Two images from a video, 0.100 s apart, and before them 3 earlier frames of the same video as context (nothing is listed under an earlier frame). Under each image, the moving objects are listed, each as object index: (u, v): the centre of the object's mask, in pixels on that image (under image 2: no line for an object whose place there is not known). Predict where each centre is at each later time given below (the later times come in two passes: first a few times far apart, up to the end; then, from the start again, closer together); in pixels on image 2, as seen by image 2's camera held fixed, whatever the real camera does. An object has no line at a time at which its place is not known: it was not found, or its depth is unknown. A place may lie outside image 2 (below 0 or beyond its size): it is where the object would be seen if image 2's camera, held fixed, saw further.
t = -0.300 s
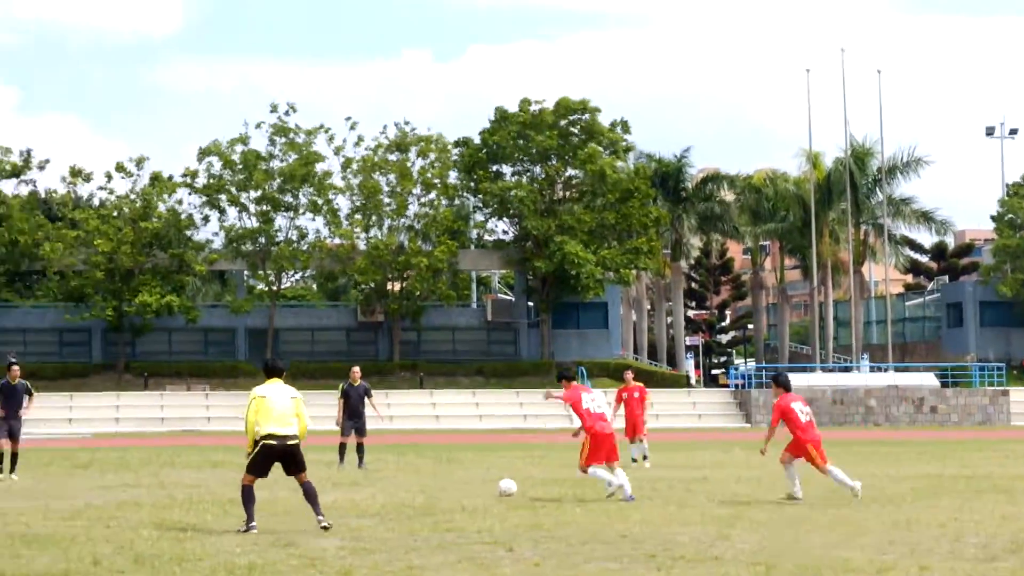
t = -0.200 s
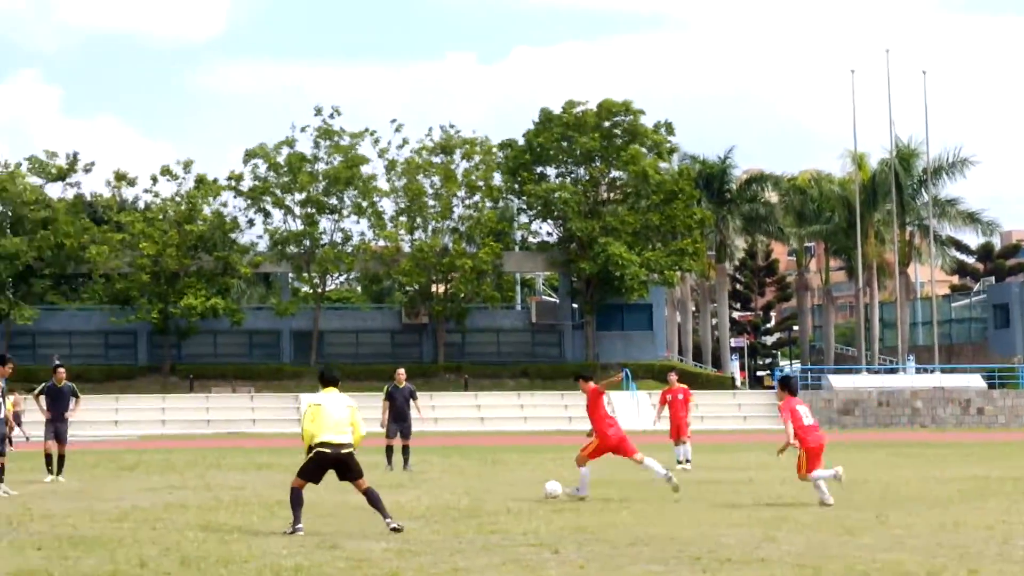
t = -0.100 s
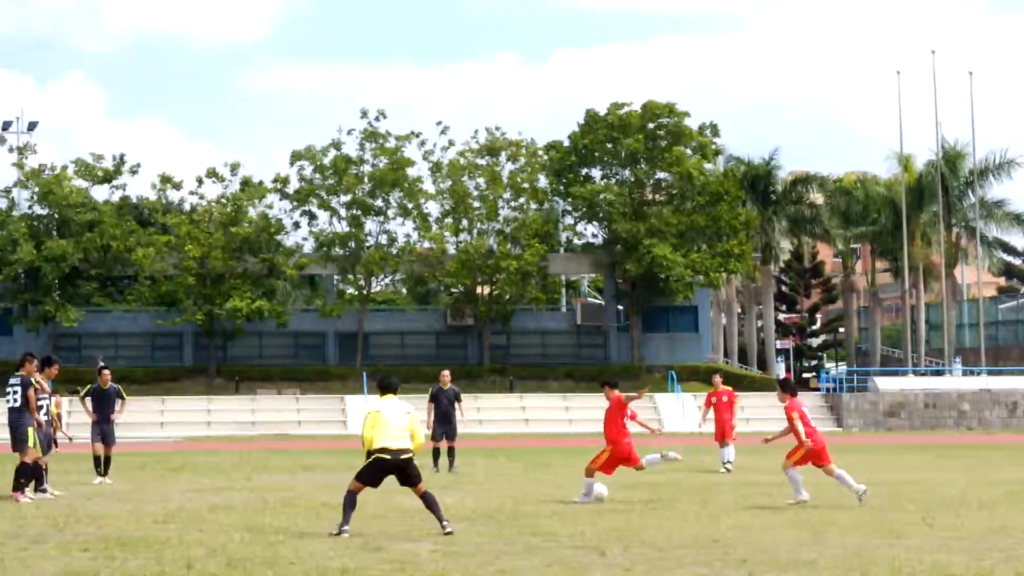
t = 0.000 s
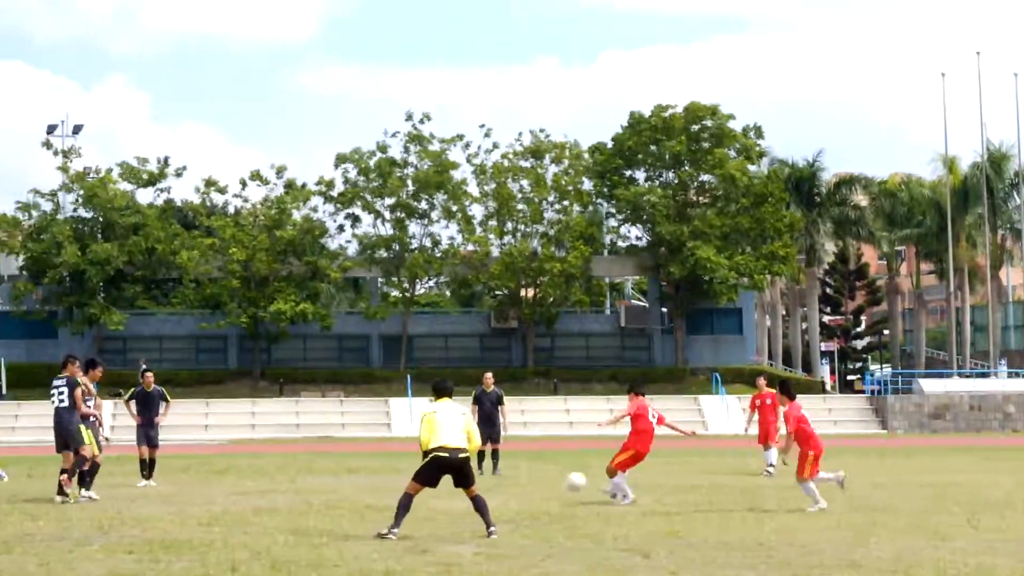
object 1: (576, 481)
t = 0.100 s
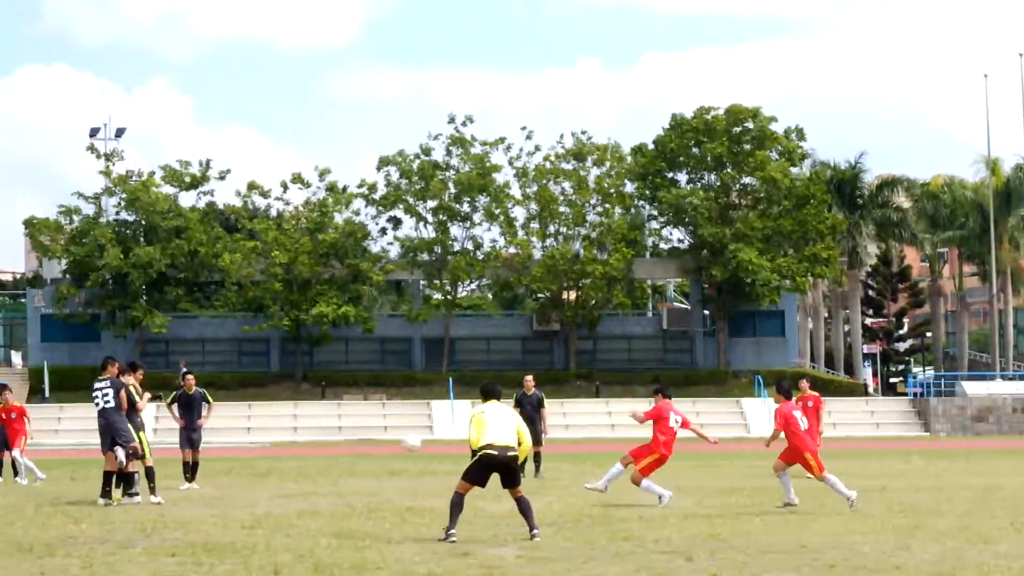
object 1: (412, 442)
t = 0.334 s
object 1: (69, 338)
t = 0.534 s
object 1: (-87, 235)
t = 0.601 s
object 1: (-147, 207)
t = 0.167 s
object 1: (283, 418)
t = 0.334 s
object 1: (69, 338)
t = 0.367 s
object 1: (45, 318)
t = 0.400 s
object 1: (19, 301)
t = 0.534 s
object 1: (-87, 235)
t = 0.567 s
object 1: (-117, 221)
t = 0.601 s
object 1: (-147, 207)
